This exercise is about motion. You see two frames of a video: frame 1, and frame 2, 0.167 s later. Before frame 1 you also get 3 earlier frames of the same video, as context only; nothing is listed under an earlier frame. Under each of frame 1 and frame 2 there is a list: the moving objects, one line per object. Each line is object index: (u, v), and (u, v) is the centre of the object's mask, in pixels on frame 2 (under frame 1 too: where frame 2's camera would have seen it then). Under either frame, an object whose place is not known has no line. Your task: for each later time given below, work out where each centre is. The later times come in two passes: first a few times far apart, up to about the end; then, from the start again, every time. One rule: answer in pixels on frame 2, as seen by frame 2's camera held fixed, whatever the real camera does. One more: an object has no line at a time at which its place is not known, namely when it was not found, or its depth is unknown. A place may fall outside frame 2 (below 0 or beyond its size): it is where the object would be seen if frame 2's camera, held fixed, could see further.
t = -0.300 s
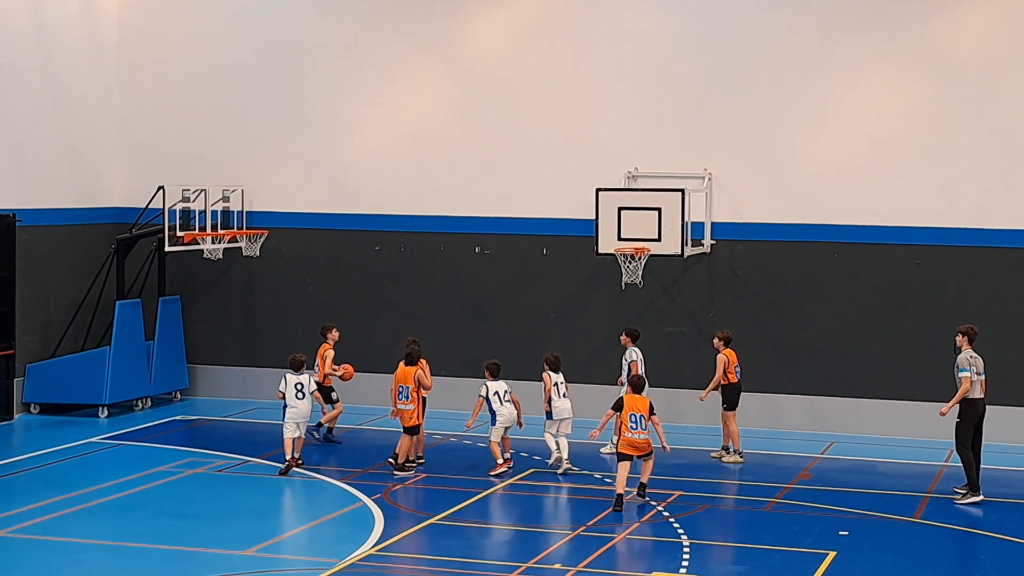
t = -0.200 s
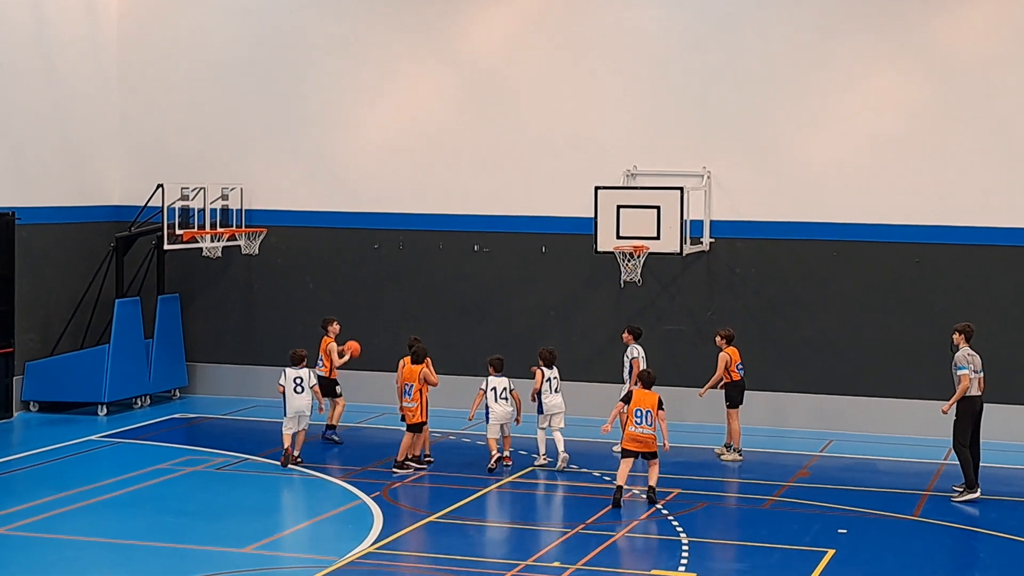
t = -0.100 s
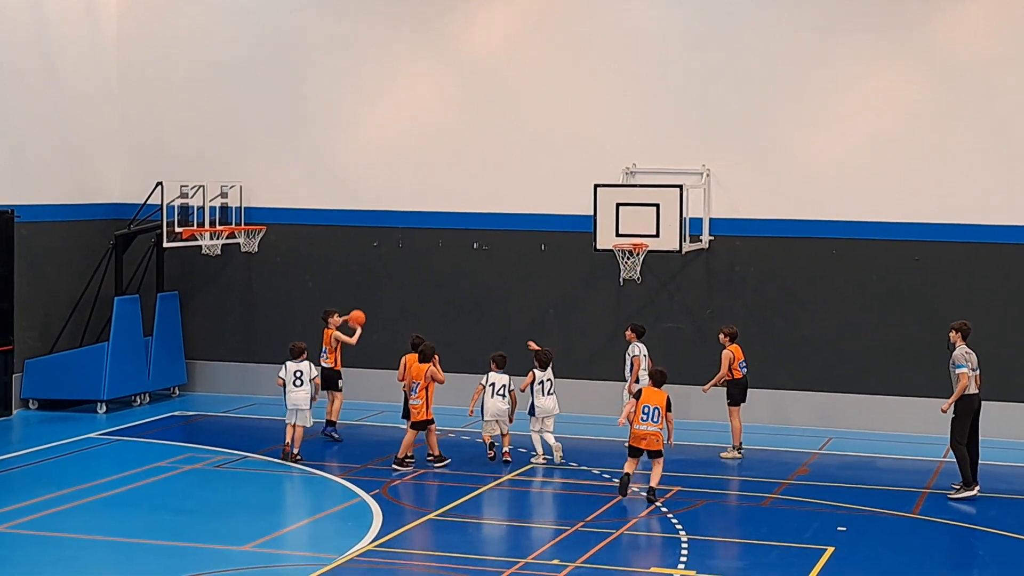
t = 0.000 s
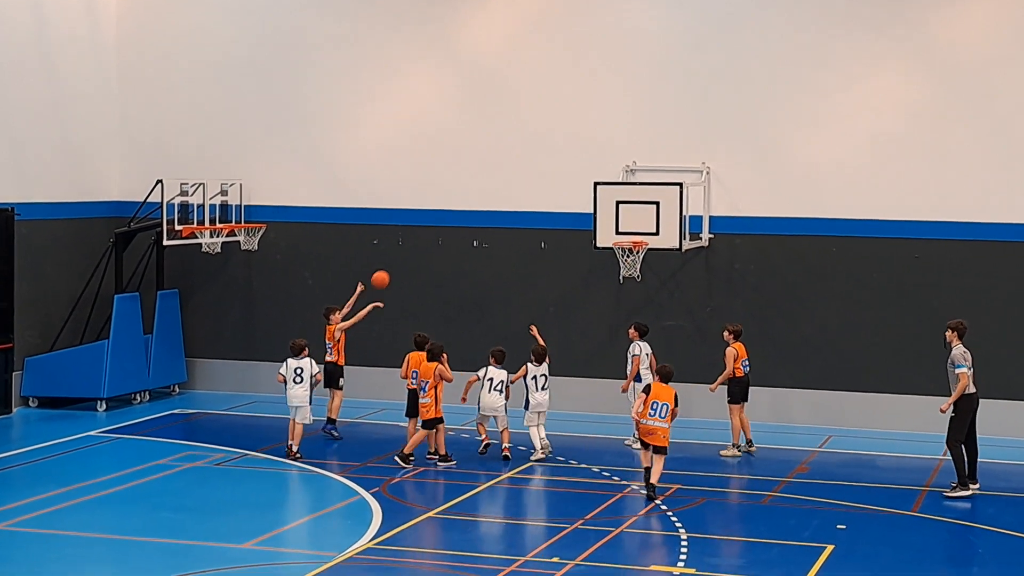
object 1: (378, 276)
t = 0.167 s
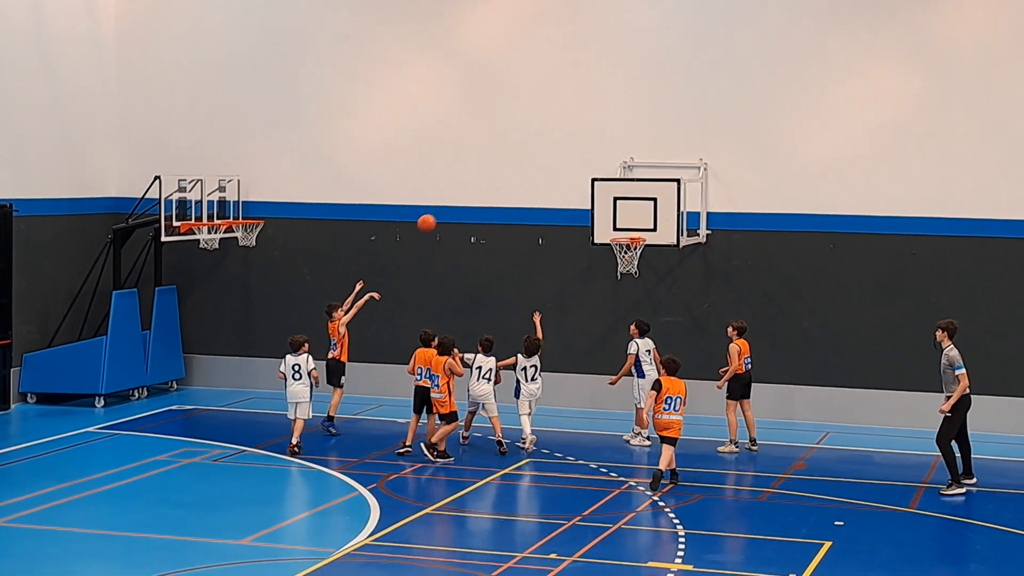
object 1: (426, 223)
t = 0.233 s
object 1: (446, 208)
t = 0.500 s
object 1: (522, 181)
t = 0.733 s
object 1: (587, 201)
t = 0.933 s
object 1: (635, 232)
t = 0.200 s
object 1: (436, 215)
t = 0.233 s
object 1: (446, 208)
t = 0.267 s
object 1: (455, 202)
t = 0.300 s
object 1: (465, 196)
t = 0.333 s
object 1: (475, 191)
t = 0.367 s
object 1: (484, 188)
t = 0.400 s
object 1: (494, 185)
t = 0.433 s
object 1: (503, 182)
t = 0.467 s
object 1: (512, 181)
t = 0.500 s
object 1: (522, 181)
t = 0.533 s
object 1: (531, 181)
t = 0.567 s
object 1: (541, 182)
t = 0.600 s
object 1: (550, 184)
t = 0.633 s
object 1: (560, 187)
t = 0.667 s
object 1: (569, 191)
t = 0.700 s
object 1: (578, 196)
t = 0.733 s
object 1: (587, 201)
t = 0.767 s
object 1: (597, 207)
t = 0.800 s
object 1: (606, 215)
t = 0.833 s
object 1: (615, 222)
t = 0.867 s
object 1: (624, 231)
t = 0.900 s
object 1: (630, 233)
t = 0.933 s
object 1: (635, 232)
